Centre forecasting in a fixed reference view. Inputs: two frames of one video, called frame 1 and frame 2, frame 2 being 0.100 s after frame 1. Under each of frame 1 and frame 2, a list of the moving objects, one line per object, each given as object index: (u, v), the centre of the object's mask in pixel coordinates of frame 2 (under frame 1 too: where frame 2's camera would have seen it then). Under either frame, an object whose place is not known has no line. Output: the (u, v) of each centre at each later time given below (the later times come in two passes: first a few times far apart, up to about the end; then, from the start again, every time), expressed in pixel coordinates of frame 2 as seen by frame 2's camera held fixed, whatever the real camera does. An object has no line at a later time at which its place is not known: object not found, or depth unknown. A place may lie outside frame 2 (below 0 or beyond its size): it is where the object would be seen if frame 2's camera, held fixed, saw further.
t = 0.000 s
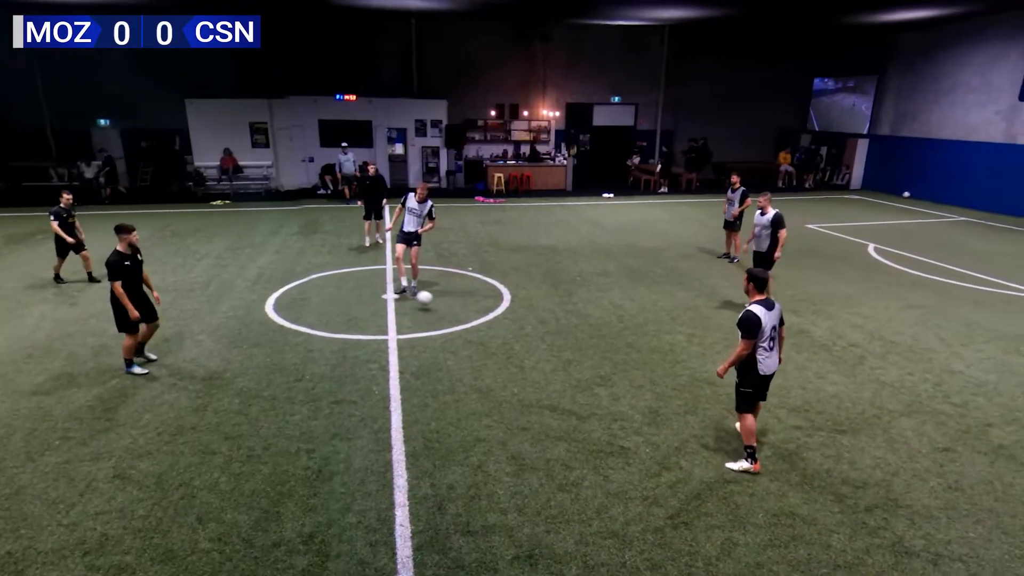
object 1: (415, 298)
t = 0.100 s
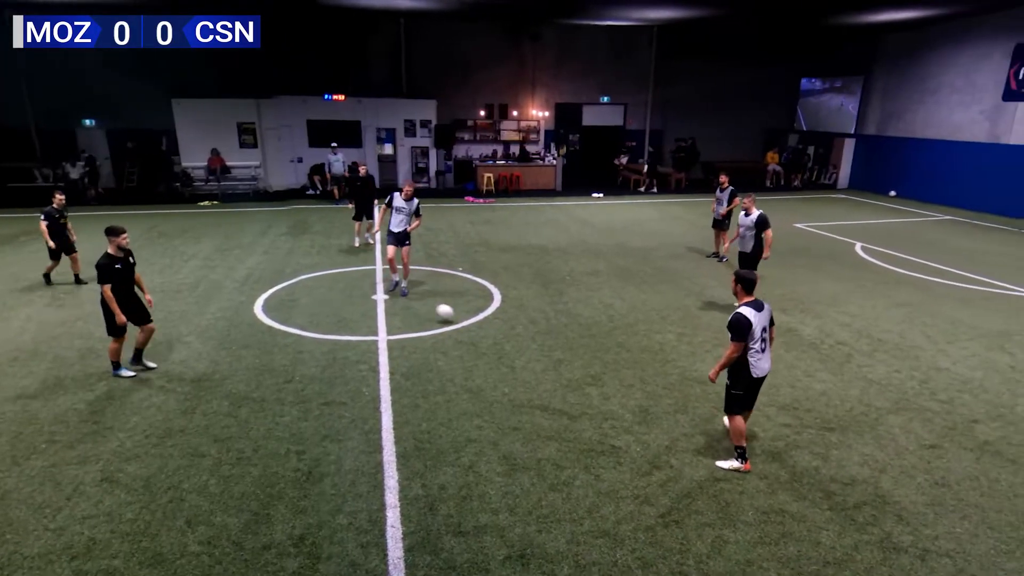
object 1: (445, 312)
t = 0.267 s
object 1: (492, 329)
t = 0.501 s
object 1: (561, 357)
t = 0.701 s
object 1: (632, 383)
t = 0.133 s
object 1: (455, 318)
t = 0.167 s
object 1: (466, 323)
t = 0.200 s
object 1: (474, 325)
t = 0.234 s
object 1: (482, 327)
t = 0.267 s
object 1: (492, 329)
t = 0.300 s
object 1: (501, 333)
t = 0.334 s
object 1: (511, 338)
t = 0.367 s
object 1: (520, 343)
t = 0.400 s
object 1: (530, 348)
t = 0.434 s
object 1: (540, 351)
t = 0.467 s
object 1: (551, 353)
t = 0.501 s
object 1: (561, 357)
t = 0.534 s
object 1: (572, 361)
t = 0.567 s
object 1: (583, 366)
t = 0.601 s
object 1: (595, 371)
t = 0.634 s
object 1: (607, 374)
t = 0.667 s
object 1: (619, 378)
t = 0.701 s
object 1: (632, 383)
